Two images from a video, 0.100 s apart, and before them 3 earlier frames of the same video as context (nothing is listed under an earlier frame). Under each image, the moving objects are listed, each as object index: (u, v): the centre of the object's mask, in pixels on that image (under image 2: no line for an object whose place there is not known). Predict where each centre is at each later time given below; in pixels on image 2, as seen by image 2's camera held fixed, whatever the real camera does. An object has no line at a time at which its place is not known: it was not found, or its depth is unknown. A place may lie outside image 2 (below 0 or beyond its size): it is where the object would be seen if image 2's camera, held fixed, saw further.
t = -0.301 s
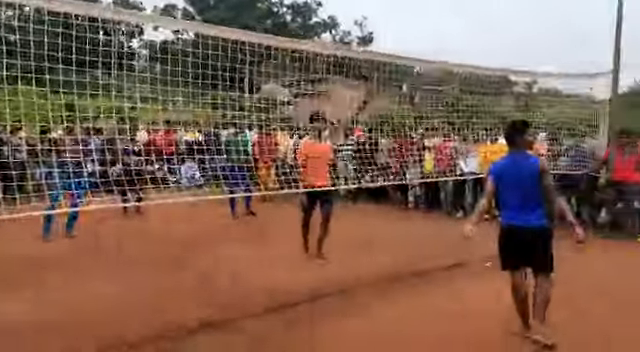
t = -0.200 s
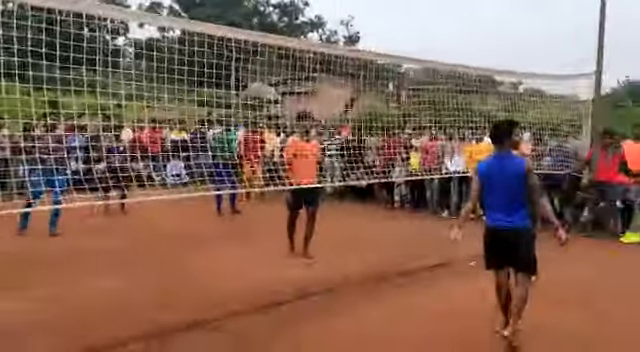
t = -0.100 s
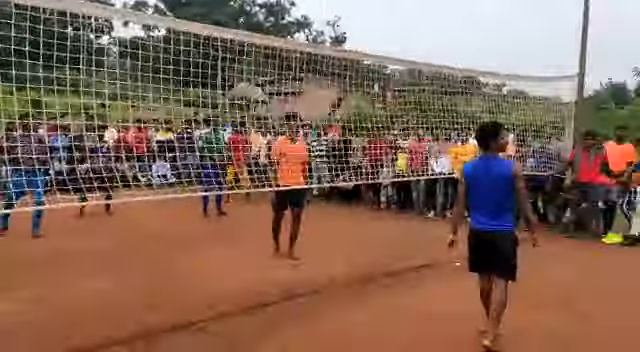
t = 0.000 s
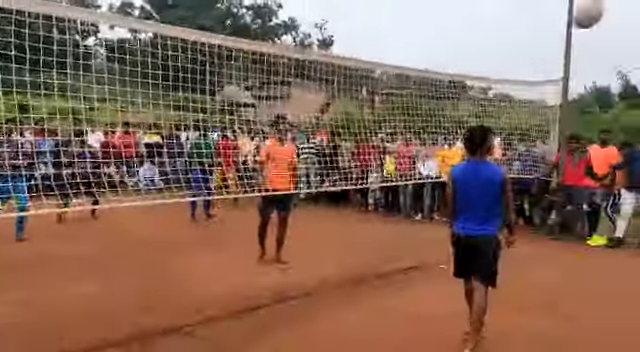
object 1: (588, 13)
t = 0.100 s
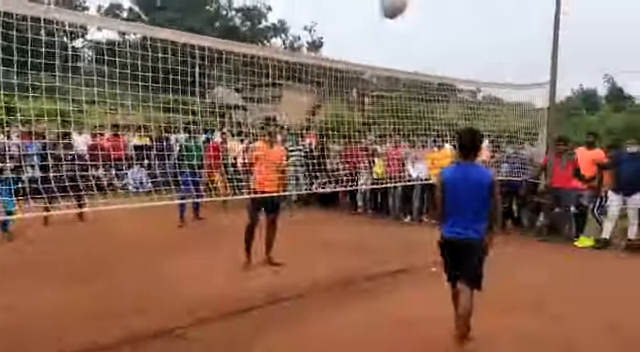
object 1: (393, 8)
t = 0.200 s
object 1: (249, 9)
